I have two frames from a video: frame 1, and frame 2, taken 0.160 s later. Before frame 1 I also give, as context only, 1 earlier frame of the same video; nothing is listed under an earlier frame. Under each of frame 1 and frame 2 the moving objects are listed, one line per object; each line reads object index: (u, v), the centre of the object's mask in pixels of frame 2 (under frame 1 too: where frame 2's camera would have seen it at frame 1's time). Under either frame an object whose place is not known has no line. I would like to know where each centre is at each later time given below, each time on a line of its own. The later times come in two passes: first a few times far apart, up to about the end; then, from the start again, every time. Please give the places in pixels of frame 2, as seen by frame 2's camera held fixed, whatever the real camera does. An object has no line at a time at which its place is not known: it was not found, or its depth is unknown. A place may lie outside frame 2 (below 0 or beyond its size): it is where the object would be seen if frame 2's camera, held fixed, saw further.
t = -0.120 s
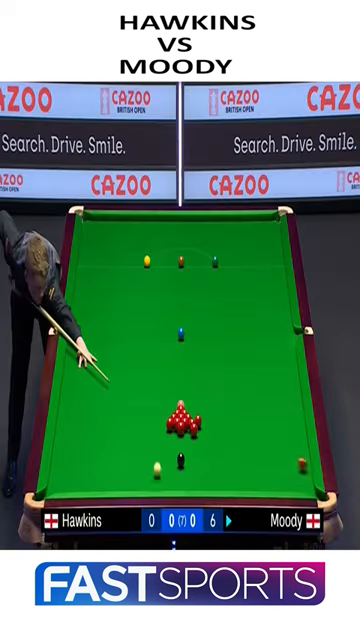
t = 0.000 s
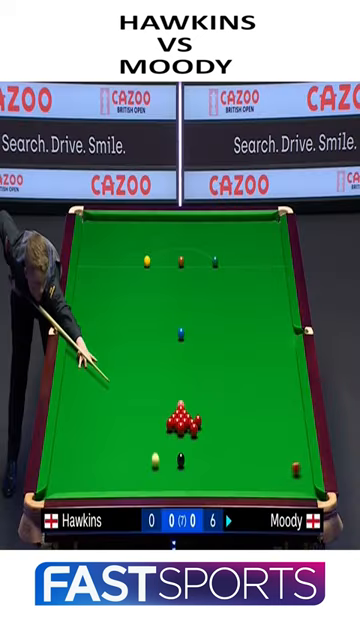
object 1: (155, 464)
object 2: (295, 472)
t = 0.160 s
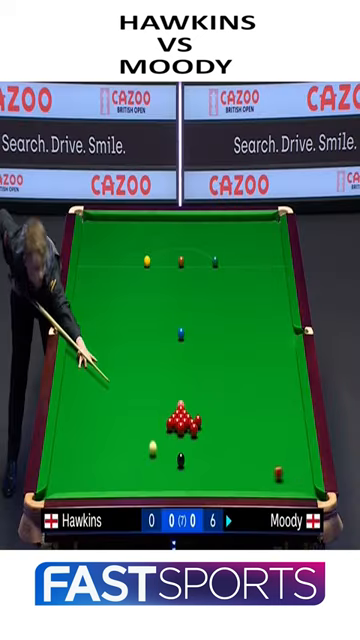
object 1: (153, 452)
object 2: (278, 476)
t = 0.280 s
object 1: (151, 440)
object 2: (267, 477)
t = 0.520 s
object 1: (147, 424)
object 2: (245, 484)
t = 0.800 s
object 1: (143, 406)
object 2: (220, 487)
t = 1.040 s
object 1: (141, 391)
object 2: (201, 486)
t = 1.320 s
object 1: (137, 376)
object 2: (181, 483)
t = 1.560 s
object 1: (134, 363)
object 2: (164, 481)
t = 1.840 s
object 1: (131, 349)
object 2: (145, 477)
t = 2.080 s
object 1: (128, 338)
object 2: (130, 474)
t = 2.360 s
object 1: (125, 326)
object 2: (113, 471)
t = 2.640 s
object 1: (123, 314)
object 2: (97, 468)
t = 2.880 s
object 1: (120, 305)
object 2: (84, 466)
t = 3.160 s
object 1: (118, 295)
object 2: (69, 464)
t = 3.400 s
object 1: (116, 286)
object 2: (58, 463)
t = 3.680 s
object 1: (114, 277)
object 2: (59, 461)
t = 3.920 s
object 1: (113, 270)
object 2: (65, 460)
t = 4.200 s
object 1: (111, 262)
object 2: (72, 458)
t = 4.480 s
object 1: (109, 255)
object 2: (77, 457)
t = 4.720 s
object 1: (108, 248)
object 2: (81, 456)
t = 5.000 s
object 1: (107, 242)
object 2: (85, 455)
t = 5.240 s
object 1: (106, 237)
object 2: (87, 455)
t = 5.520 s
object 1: (105, 231)
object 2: (89, 455)
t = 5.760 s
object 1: (104, 227)
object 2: (91, 454)
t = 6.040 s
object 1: (103, 222)
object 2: (91, 454)
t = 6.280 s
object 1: (103, 219)
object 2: (91, 454)
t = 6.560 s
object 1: (102, 220)
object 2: (91, 454)
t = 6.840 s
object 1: (101, 222)
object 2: (91, 454)
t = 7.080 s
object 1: (101, 224)
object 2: (91, 454)
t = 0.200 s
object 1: (152, 445)
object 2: (274, 475)
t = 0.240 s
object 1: (151, 443)
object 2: (270, 476)
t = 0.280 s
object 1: (151, 440)
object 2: (267, 477)
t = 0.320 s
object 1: (150, 437)
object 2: (263, 479)
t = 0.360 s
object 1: (150, 434)
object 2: (260, 480)
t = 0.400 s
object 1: (149, 432)
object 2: (256, 481)
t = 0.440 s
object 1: (148, 429)
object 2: (252, 482)
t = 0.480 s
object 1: (148, 426)
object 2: (248, 483)
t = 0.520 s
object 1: (147, 424)
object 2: (245, 484)
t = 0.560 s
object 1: (147, 421)
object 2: (241, 484)
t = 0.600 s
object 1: (146, 418)
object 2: (238, 485)
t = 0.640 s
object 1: (146, 416)
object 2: (234, 486)
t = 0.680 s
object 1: (145, 413)
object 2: (230, 486)
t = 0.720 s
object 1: (144, 411)
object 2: (227, 487)
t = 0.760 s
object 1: (144, 408)
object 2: (224, 488)
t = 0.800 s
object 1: (143, 406)
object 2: (220, 487)
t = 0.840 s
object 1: (143, 403)
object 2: (217, 487)
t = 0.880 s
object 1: (142, 401)
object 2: (214, 487)
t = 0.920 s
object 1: (142, 399)
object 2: (211, 487)
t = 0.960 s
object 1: (142, 396)
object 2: (207, 486)
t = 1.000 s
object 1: (141, 394)
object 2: (204, 486)
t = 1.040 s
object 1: (141, 391)
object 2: (201, 486)
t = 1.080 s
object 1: (140, 389)
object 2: (198, 485)
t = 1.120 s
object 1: (139, 387)
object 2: (196, 485)
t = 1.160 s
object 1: (139, 385)
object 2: (192, 485)
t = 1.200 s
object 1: (138, 383)
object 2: (189, 484)
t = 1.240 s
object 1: (138, 380)
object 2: (187, 484)
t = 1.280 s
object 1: (138, 378)
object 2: (184, 483)
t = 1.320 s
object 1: (137, 376)
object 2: (181, 483)
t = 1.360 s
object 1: (136, 373)
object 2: (178, 483)
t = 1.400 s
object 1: (136, 371)
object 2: (175, 482)
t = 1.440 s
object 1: (135, 369)
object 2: (172, 482)
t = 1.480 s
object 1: (135, 367)
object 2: (169, 482)
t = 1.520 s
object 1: (135, 365)
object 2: (167, 481)
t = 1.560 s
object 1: (134, 363)
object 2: (164, 481)
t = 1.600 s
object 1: (134, 361)
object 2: (161, 480)
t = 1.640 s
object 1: (133, 359)
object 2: (159, 480)
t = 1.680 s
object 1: (133, 357)
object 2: (156, 479)
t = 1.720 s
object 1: (132, 355)
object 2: (153, 478)
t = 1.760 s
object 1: (132, 353)
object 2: (150, 478)
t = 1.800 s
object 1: (131, 351)
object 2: (148, 478)
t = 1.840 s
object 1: (131, 349)
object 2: (145, 477)
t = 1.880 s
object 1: (131, 347)
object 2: (143, 477)
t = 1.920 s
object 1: (130, 345)
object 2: (140, 476)
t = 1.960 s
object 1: (130, 343)
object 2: (137, 476)
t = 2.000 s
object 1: (129, 342)
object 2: (135, 475)
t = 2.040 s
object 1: (129, 340)
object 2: (132, 475)
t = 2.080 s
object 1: (128, 338)
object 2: (130, 474)
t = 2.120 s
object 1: (128, 336)
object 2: (128, 474)
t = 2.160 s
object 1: (127, 334)
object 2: (125, 473)
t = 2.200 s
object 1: (127, 332)
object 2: (123, 473)
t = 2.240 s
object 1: (127, 331)
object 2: (120, 472)
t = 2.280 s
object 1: (126, 329)
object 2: (118, 472)
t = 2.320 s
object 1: (126, 327)
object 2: (115, 472)
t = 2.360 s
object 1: (125, 326)
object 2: (113, 471)
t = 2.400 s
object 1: (125, 324)
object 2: (111, 471)
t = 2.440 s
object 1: (125, 322)
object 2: (108, 471)
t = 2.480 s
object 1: (124, 321)
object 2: (106, 470)
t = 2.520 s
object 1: (124, 319)
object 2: (104, 470)
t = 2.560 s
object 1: (124, 318)
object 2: (101, 469)
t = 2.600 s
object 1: (123, 316)
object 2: (99, 469)
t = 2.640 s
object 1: (123, 314)
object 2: (97, 468)
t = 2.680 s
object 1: (122, 313)
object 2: (95, 468)
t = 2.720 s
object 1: (122, 311)
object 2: (93, 468)
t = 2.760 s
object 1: (121, 309)
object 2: (90, 468)
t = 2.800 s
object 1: (121, 308)
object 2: (88, 467)
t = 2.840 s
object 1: (121, 306)
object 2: (86, 467)
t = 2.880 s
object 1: (120, 305)
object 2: (84, 466)
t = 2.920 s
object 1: (120, 304)
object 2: (82, 466)
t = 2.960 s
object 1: (120, 302)
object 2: (80, 466)
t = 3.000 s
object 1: (120, 301)
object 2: (77, 466)
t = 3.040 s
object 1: (119, 299)
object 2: (76, 465)
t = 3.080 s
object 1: (119, 297)
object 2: (74, 465)
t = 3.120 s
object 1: (118, 296)
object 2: (71, 464)
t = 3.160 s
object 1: (118, 295)
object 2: (69, 464)
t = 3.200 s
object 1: (118, 293)
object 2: (68, 464)
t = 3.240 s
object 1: (117, 292)
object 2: (65, 464)
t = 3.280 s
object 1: (117, 291)
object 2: (64, 463)
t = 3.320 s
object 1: (117, 289)
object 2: (61, 463)
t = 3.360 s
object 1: (116, 288)
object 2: (59, 463)
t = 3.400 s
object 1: (116, 286)
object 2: (58, 463)
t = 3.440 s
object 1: (116, 285)
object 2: (56, 462)
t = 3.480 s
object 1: (116, 284)
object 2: (54, 462)
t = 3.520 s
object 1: (115, 283)
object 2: (55, 462)
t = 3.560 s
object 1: (115, 281)
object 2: (56, 461)
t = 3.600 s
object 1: (115, 280)
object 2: (57, 461)
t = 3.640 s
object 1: (115, 279)
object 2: (58, 461)
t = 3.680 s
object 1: (114, 277)
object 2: (59, 461)
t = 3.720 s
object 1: (114, 276)
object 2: (60, 460)
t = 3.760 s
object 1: (114, 275)
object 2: (62, 460)
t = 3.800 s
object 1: (114, 274)
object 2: (63, 460)
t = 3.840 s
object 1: (113, 272)
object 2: (64, 460)
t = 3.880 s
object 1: (113, 271)
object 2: (65, 460)
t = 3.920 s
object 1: (113, 270)
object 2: (65, 460)
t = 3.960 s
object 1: (112, 269)
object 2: (67, 459)
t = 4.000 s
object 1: (112, 268)
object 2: (68, 459)
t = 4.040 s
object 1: (112, 267)
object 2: (68, 459)
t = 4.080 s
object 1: (112, 265)
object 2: (69, 459)
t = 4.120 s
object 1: (111, 264)
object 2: (70, 459)
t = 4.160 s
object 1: (111, 263)
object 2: (71, 458)
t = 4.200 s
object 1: (111, 262)
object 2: (72, 458)
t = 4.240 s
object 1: (111, 261)
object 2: (73, 458)
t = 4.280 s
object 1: (110, 260)
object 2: (73, 458)
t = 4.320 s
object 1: (110, 259)
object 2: (74, 458)
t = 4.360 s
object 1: (110, 258)
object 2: (75, 458)
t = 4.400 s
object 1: (110, 257)
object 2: (76, 457)
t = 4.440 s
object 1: (110, 256)
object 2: (76, 457)
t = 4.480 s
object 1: (109, 255)
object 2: (77, 457)
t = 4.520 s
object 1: (109, 254)
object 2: (78, 457)
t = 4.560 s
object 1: (109, 253)
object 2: (79, 457)
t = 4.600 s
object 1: (109, 252)
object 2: (79, 456)
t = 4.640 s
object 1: (109, 250)
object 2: (80, 456)
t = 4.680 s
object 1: (108, 249)
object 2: (81, 456)
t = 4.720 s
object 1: (108, 248)
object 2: (81, 456)
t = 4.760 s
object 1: (108, 248)
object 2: (82, 456)
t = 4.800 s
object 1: (108, 247)
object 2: (82, 456)
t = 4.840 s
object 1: (108, 246)
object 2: (83, 456)
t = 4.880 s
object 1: (107, 245)
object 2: (83, 456)
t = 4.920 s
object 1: (107, 244)
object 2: (84, 455)
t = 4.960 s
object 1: (107, 243)
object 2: (84, 455)
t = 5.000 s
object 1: (107, 242)
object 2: (85, 455)
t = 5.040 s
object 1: (107, 241)
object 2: (85, 455)
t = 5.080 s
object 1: (107, 240)
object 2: (86, 455)
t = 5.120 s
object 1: (106, 239)
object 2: (86, 455)
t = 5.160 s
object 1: (106, 239)
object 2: (86, 455)
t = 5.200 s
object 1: (106, 238)
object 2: (87, 455)
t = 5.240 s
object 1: (106, 237)
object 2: (87, 455)
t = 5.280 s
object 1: (106, 236)
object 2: (88, 455)
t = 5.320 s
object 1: (106, 235)
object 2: (88, 455)
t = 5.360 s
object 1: (105, 234)
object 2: (88, 455)
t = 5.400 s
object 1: (105, 234)
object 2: (89, 454)
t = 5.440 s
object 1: (105, 233)
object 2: (89, 454)
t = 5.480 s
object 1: (105, 232)
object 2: (89, 455)
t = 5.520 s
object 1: (105, 231)
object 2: (89, 455)
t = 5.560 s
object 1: (105, 230)
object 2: (90, 455)
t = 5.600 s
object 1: (105, 229)
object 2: (90, 454)
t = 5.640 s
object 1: (104, 229)
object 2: (90, 455)
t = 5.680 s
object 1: (104, 228)
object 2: (90, 455)
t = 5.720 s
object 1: (104, 227)
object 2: (91, 454)
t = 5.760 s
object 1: (104, 227)
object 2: (91, 454)
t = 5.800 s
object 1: (104, 226)
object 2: (91, 455)
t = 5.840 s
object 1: (104, 225)
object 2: (91, 454)
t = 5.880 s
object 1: (104, 225)
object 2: (91, 454)
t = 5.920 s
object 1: (104, 224)
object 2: (91, 454)
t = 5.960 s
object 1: (104, 223)
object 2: (91, 454)
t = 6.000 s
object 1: (104, 222)
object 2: (91, 454)
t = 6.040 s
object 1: (103, 222)
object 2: (91, 454)
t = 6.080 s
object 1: (103, 221)
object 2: (91, 454)
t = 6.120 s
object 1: (103, 220)
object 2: (91, 454)
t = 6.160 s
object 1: (103, 220)
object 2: (91, 454)
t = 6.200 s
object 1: (103, 220)
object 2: (91, 454)
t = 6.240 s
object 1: (103, 219)
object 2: (91, 454)
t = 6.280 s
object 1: (103, 219)
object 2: (91, 454)
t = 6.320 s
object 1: (103, 219)
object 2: (91, 454)
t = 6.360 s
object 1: (103, 219)
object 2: (91, 454)
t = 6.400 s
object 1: (102, 219)
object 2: (91, 454)
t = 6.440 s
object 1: (102, 219)
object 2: (91, 454)
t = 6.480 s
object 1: (102, 220)
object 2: (91, 454)
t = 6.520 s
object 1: (102, 220)
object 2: (91, 454)
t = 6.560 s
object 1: (102, 220)
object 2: (91, 454)
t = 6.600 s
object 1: (102, 221)
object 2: (91, 454)
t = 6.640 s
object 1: (102, 221)
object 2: (91, 454)
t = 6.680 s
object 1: (102, 221)
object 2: (91, 454)
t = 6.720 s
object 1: (102, 222)
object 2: (91, 454)
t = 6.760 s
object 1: (102, 222)
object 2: (91, 454)
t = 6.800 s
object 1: (101, 222)
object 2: (91, 454)
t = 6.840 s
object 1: (101, 222)
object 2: (91, 454)
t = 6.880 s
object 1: (101, 222)
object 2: (91, 454)
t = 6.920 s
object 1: (101, 223)
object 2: (91, 454)
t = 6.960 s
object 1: (101, 223)
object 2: (91, 454)
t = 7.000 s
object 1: (101, 223)
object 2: (91, 454)
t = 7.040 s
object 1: (101, 223)
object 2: (91, 454)
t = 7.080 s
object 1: (101, 224)
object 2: (91, 454)
